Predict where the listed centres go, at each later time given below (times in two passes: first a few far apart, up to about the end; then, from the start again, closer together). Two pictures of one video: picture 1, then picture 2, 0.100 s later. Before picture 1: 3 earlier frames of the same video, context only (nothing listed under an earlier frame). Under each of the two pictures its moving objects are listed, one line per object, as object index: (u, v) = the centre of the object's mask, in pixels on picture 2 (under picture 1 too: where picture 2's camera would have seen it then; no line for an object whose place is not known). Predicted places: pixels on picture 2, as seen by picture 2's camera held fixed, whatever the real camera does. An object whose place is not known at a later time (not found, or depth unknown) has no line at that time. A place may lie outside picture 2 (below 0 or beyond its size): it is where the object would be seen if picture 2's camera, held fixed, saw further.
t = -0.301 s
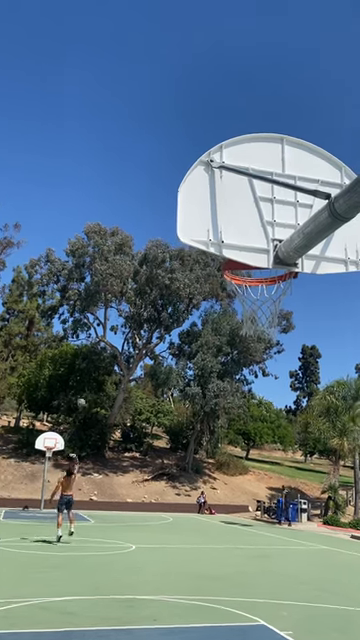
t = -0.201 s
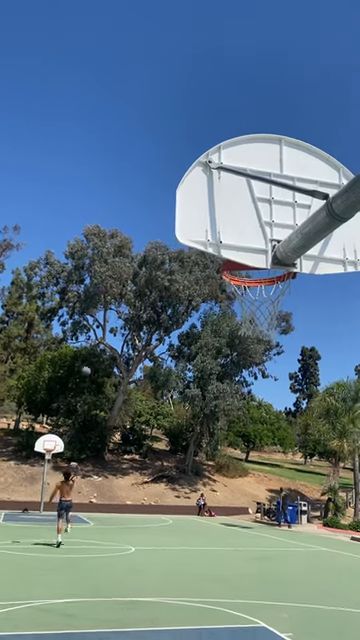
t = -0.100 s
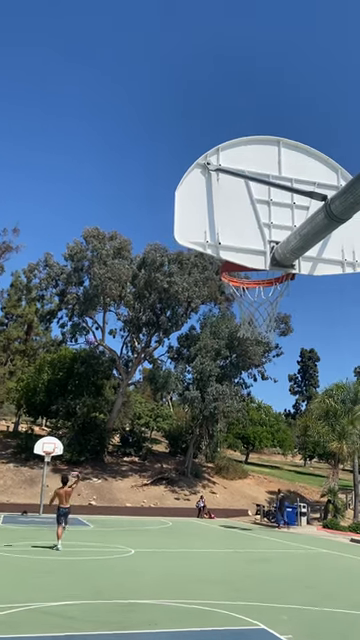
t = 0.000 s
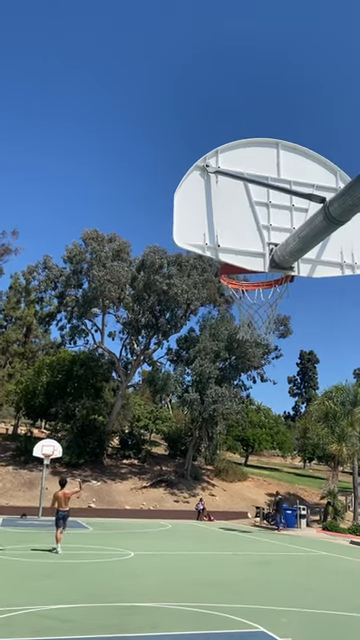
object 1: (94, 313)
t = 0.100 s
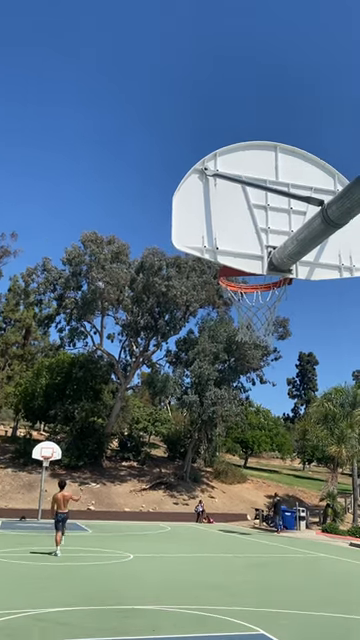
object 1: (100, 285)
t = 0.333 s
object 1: (111, 227)
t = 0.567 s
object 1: (124, 178)
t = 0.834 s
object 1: (142, 140)
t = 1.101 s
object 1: (163, 128)
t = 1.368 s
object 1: (193, 160)
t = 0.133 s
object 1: (100, 276)
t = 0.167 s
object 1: (102, 267)
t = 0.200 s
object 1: (104, 260)
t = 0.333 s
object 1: (111, 227)
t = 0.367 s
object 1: (113, 219)
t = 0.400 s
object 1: (115, 212)
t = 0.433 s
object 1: (116, 205)
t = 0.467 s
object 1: (118, 198)
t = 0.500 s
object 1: (120, 191)
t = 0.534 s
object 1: (122, 185)
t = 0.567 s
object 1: (124, 178)
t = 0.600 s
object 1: (126, 172)
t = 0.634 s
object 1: (128, 167)
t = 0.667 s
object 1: (130, 162)
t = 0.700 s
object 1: (133, 157)
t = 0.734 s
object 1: (135, 152)
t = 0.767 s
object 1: (137, 148)
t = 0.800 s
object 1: (140, 144)
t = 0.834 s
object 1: (142, 140)
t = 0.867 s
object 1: (144, 137)
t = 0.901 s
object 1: (147, 134)
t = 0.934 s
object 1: (149, 132)
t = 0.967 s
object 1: (152, 130)
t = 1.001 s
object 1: (154, 129)
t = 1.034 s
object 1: (157, 128)
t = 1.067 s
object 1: (160, 128)
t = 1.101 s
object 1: (163, 128)
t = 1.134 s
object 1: (167, 130)
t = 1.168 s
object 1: (170, 131)
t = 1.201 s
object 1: (174, 134)
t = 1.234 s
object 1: (178, 138)
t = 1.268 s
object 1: (182, 143)
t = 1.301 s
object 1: (187, 149)
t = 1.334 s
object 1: (191, 155)
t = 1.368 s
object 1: (193, 160)
